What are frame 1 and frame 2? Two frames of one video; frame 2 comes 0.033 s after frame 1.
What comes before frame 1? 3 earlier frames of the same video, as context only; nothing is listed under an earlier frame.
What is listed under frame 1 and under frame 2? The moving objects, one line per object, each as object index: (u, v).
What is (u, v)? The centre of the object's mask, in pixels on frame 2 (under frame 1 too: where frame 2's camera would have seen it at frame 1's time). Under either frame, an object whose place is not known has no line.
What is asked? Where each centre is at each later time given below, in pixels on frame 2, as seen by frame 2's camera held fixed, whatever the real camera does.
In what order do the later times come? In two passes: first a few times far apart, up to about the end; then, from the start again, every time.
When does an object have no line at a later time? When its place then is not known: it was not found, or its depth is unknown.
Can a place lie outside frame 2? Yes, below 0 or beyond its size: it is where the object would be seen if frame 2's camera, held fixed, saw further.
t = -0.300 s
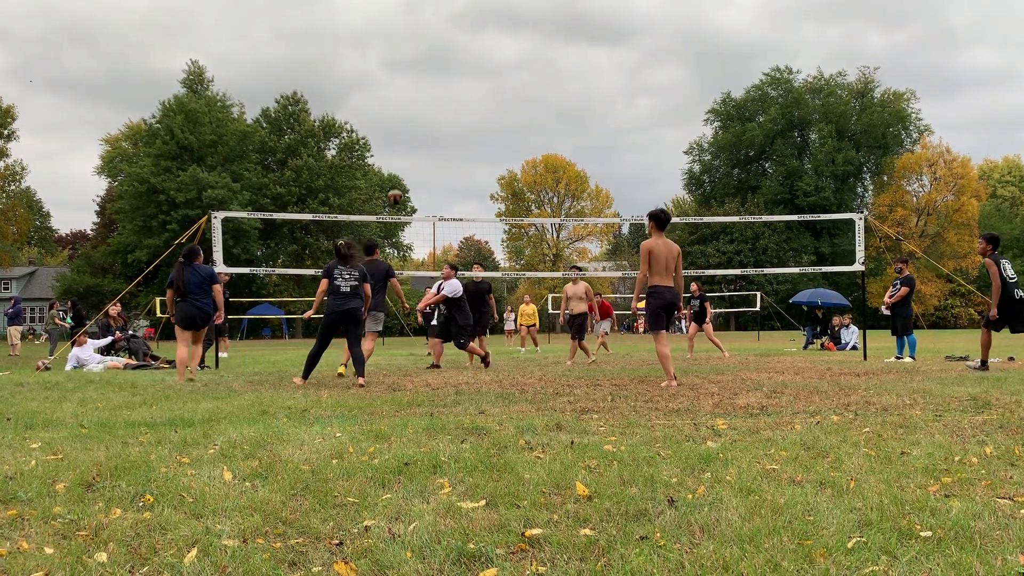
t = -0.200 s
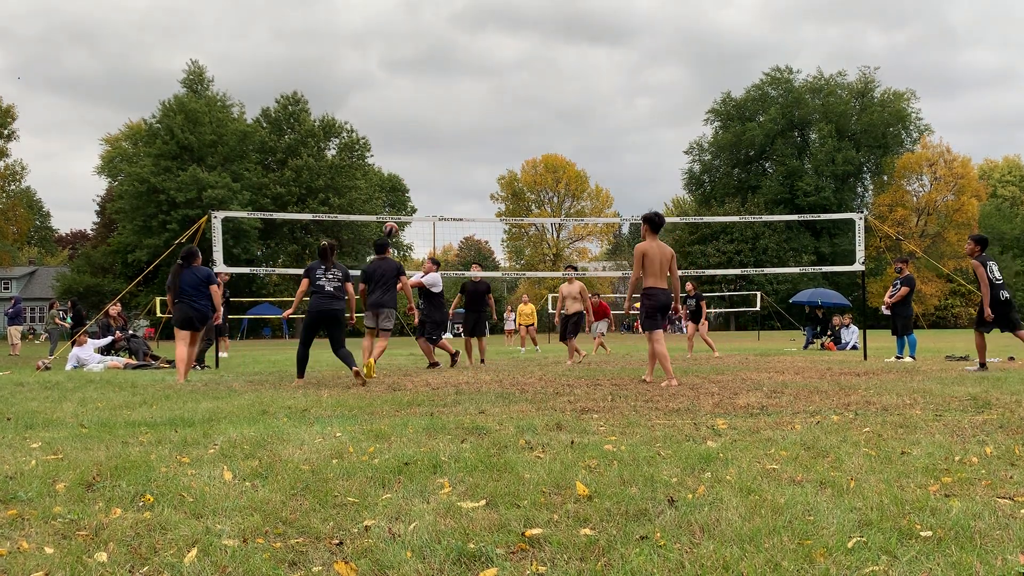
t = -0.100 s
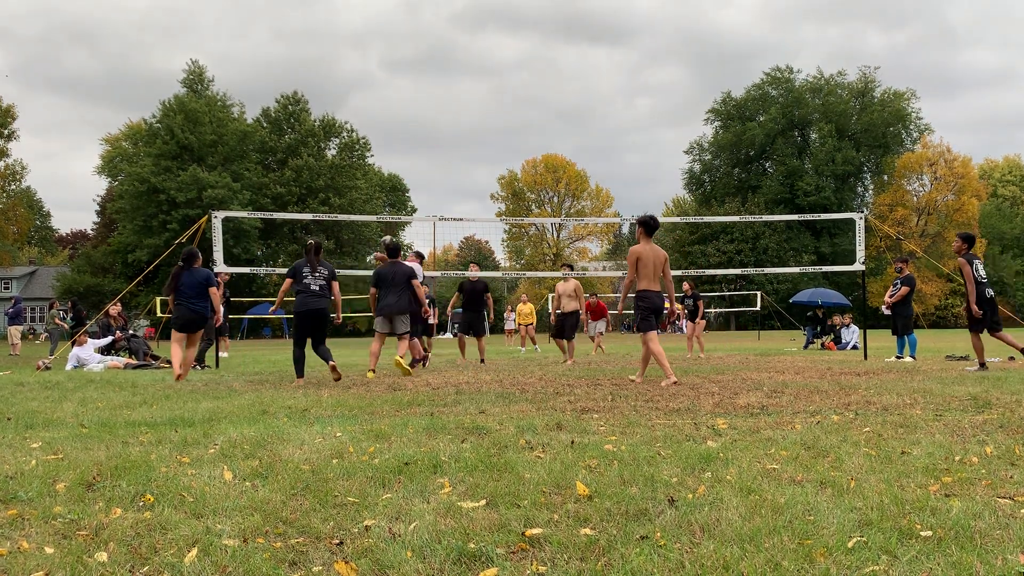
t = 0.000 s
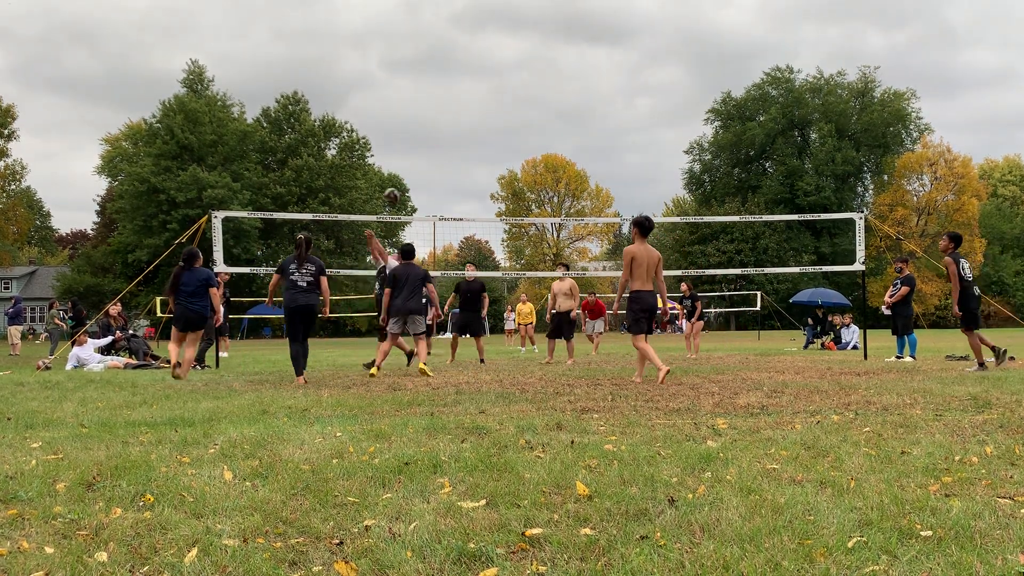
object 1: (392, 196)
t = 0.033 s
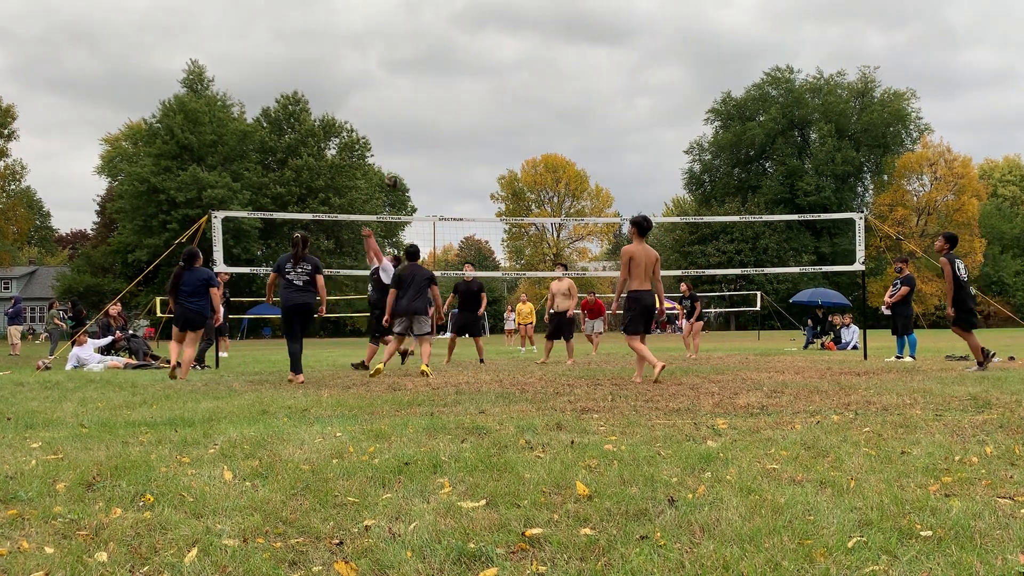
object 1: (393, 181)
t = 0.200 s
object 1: (399, 125)
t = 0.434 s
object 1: (408, 80)
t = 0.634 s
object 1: (416, 72)
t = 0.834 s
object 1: (424, 89)
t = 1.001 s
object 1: (431, 123)
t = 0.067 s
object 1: (394, 169)
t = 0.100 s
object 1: (395, 156)
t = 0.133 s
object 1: (396, 145)
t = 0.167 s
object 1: (398, 134)
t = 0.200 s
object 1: (399, 125)
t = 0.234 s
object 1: (400, 116)
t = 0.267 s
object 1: (401, 108)
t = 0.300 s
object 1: (403, 101)
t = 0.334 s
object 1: (404, 94)
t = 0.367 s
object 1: (405, 89)
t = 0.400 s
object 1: (407, 84)
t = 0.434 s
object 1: (408, 80)
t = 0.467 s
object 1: (409, 77)
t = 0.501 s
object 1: (411, 74)
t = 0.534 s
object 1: (412, 72)
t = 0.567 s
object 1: (413, 71)
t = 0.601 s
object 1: (415, 71)
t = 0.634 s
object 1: (416, 72)
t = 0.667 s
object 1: (417, 73)
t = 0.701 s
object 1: (419, 75)
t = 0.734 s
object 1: (420, 77)
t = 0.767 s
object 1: (421, 81)
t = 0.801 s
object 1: (423, 85)
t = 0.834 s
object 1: (424, 89)
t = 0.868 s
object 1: (426, 95)
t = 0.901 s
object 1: (427, 101)
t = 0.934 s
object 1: (428, 107)
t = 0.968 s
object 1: (429, 115)
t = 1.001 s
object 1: (431, 123)
